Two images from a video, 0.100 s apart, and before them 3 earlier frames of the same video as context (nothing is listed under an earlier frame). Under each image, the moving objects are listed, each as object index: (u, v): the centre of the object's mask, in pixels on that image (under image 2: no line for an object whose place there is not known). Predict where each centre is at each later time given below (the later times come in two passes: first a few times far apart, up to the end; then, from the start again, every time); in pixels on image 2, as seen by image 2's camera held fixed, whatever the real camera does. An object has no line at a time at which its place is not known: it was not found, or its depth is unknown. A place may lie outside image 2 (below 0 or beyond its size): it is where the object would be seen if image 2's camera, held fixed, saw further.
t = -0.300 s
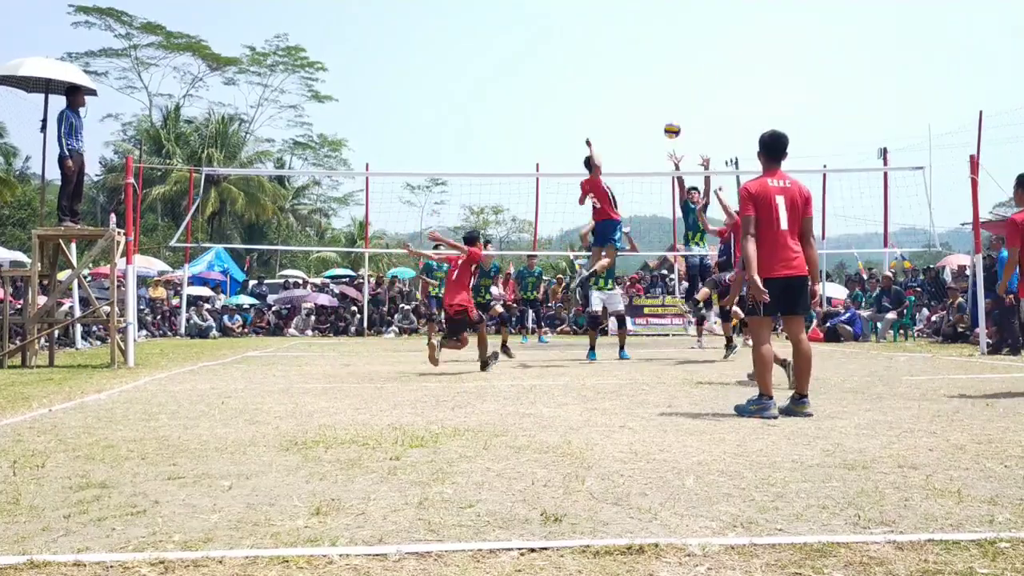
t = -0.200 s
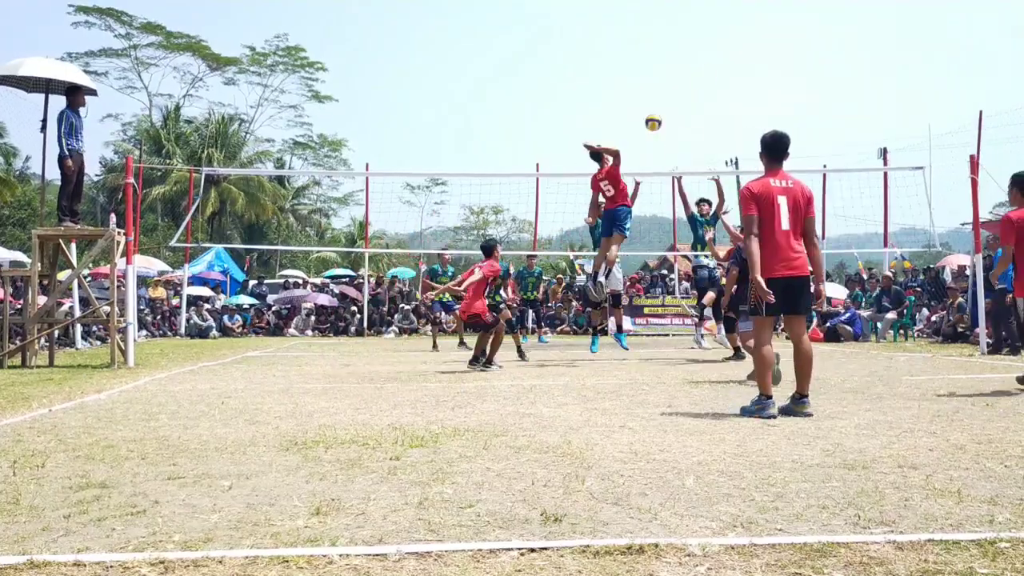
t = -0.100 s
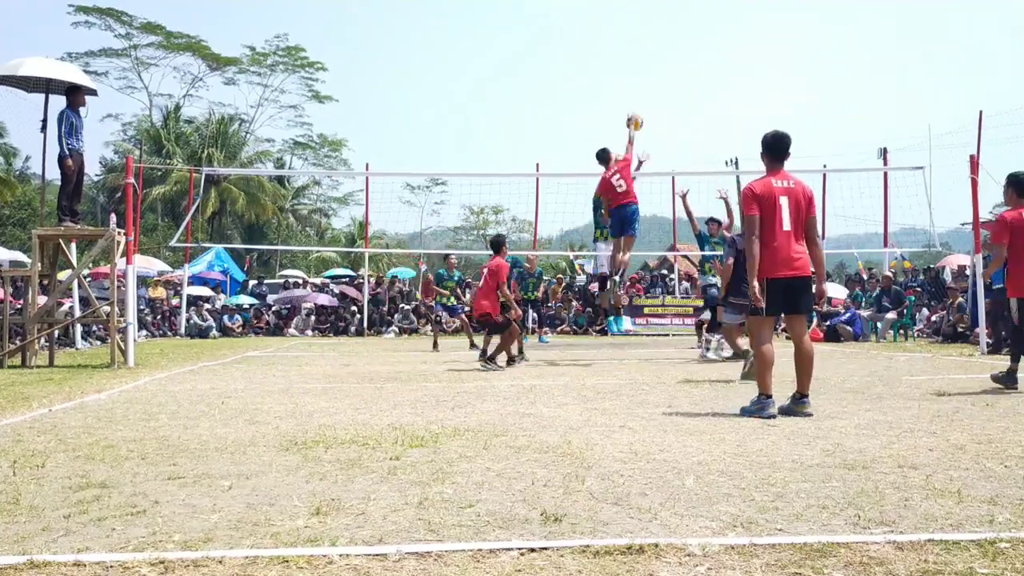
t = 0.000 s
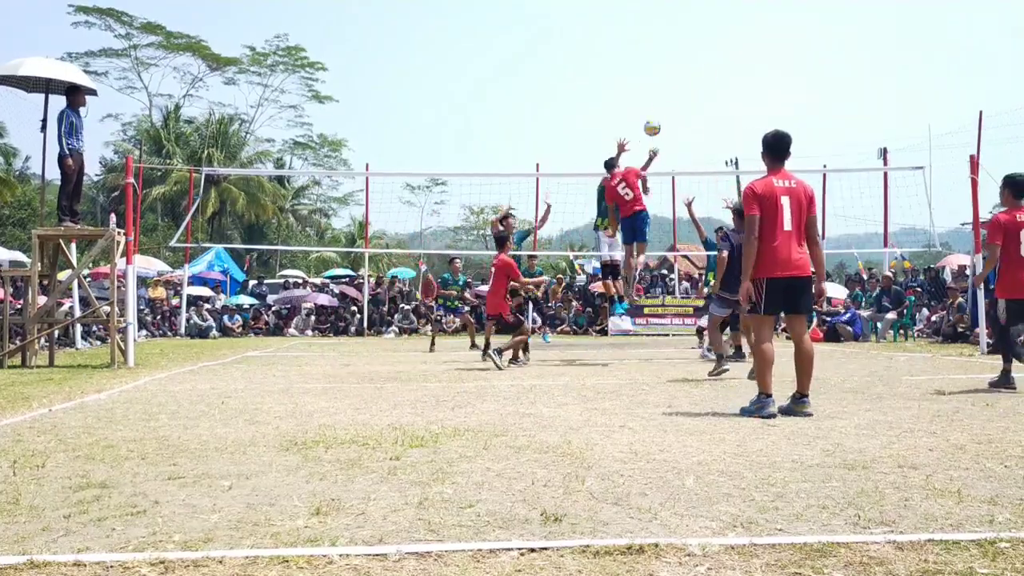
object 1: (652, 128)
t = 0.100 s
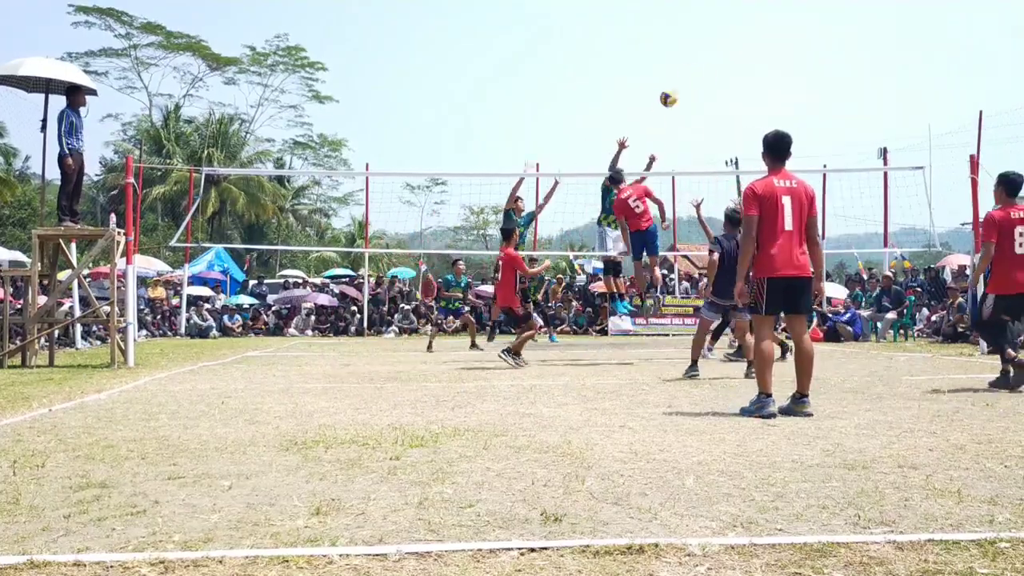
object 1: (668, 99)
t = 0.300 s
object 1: (702, 62)
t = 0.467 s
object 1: (733, 54)
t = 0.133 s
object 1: (674, 91)
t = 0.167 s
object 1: (679, 83)
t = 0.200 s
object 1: (685, 76)
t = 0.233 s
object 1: (690, 71)
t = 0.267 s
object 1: (696, 65)
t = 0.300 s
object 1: (702, 62)
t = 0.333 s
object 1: (708, 58)
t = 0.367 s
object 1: (714, 55)
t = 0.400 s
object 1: (720, 54)
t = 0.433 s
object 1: (726, 53)
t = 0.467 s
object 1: (733, 54)
